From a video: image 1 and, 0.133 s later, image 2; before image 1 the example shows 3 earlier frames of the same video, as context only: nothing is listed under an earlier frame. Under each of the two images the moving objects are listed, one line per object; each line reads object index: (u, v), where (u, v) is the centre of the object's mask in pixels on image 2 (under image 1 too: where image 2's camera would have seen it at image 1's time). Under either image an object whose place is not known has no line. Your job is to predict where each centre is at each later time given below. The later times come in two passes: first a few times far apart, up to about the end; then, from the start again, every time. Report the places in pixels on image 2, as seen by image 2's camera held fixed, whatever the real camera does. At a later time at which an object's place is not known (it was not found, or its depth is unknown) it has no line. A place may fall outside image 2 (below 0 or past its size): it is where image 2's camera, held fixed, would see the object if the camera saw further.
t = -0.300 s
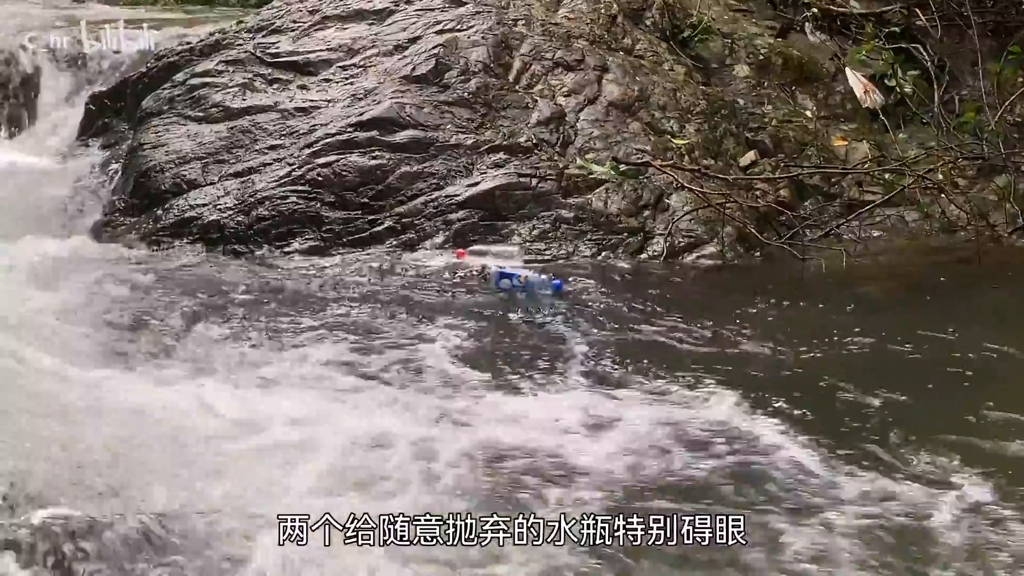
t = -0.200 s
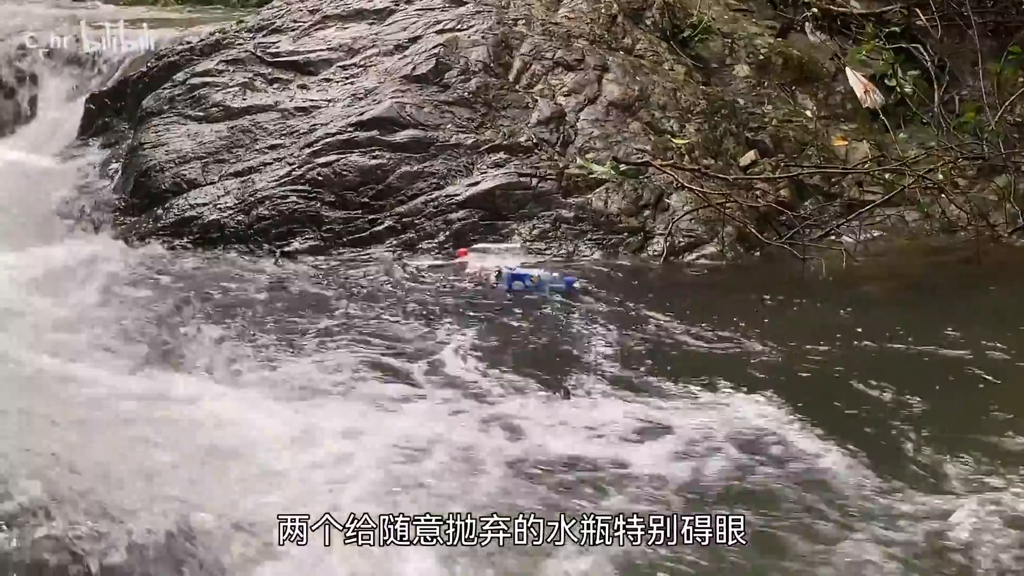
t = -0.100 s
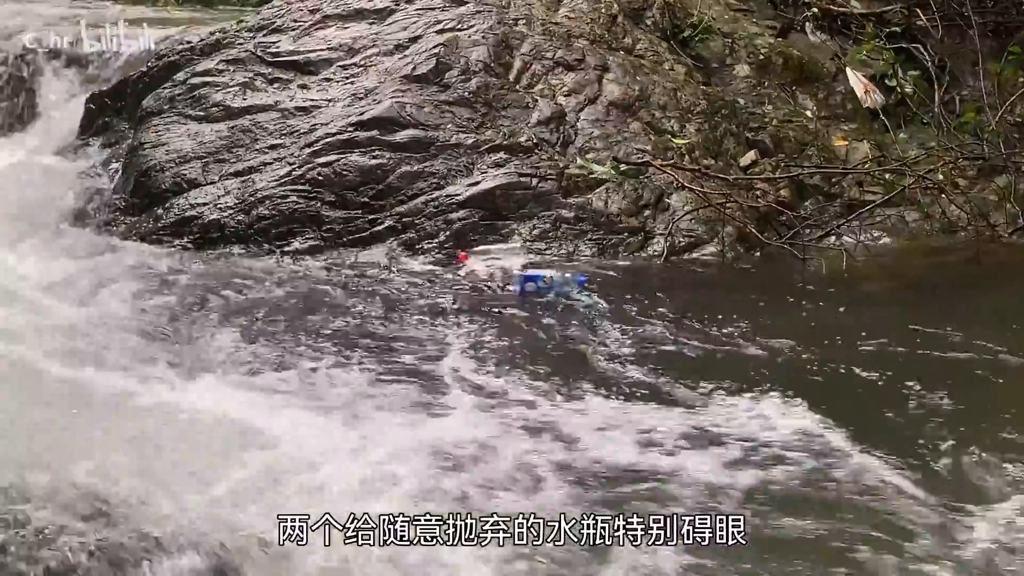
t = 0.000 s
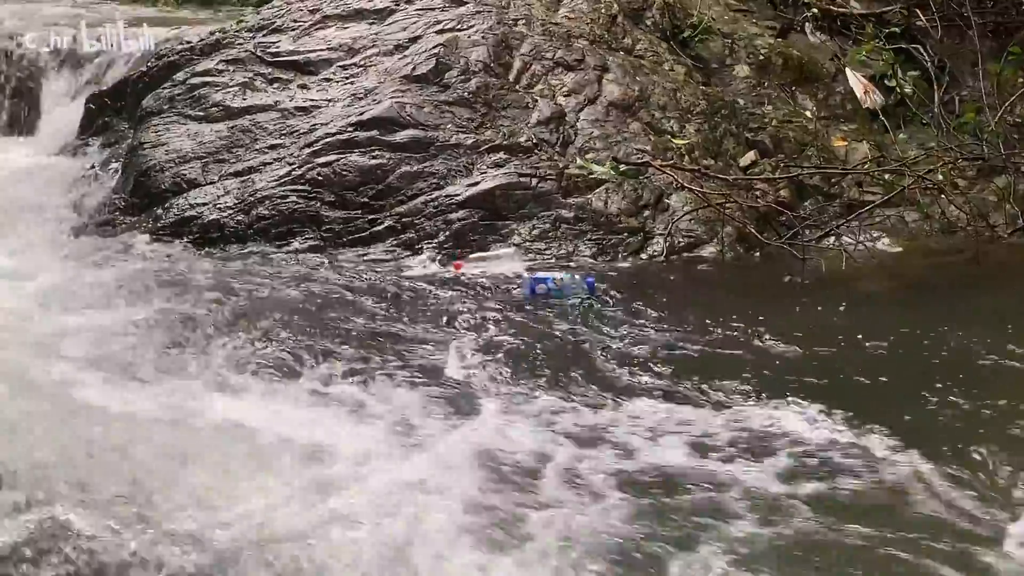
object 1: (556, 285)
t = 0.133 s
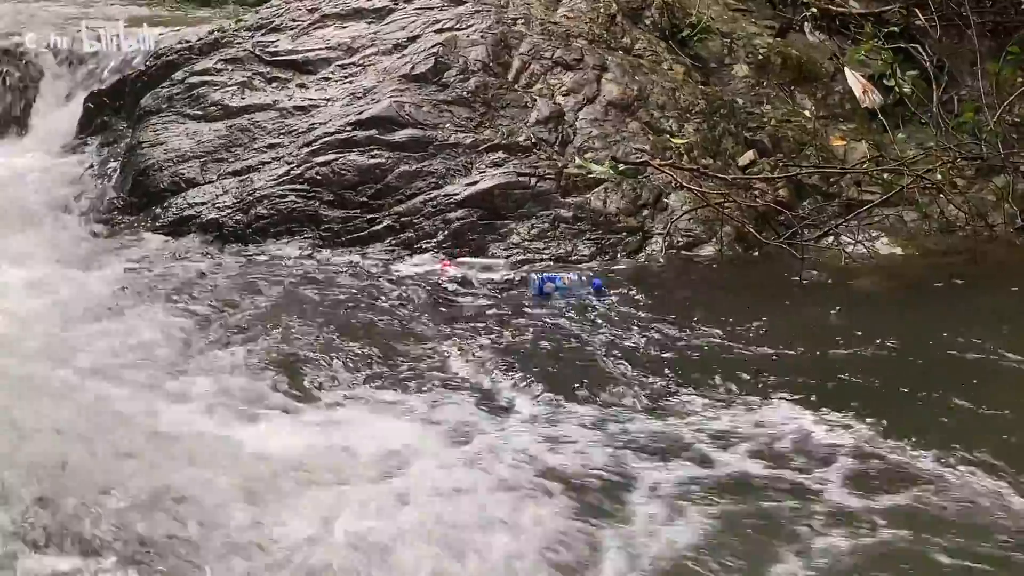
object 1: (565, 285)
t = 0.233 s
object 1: (567, 283)
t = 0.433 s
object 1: (571, 282)
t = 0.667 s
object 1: (574, 277)
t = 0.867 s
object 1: (578, 273)
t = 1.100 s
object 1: (580, 268)
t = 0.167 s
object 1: (565, 285)
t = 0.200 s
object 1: (565, 283)
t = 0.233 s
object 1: (567, 283)
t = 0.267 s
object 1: (570, 283)
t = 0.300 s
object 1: (568, 282)
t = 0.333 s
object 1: (567, 282)
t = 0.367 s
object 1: (569, 282)
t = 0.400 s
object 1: (571, 283)
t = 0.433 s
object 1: (571, 282)
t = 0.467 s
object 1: (571, 281)
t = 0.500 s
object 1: (571, 280)
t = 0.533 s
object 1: (572, 279)
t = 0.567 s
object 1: (571, 278)
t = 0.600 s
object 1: (573, 277)
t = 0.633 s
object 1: (574, 278)
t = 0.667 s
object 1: (574, 277)
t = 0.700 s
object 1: (573, 276)
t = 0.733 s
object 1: (574, 276)
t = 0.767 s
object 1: (574, 276)
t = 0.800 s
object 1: (574, 274)
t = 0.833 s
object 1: (576, 274)
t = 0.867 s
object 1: (578, 273)
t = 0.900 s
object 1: (577, 272)
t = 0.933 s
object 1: (577, 272)
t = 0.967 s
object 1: (578, 271)
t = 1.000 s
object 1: (577, 270)
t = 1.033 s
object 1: (577, 271)
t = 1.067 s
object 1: (580, 269)
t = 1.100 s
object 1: (580, 268)
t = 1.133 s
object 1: (580, 269)
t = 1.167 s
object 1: (583, 268)
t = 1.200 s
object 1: (584, 268)
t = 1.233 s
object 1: (588, 268)
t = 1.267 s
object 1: (588, 269)
